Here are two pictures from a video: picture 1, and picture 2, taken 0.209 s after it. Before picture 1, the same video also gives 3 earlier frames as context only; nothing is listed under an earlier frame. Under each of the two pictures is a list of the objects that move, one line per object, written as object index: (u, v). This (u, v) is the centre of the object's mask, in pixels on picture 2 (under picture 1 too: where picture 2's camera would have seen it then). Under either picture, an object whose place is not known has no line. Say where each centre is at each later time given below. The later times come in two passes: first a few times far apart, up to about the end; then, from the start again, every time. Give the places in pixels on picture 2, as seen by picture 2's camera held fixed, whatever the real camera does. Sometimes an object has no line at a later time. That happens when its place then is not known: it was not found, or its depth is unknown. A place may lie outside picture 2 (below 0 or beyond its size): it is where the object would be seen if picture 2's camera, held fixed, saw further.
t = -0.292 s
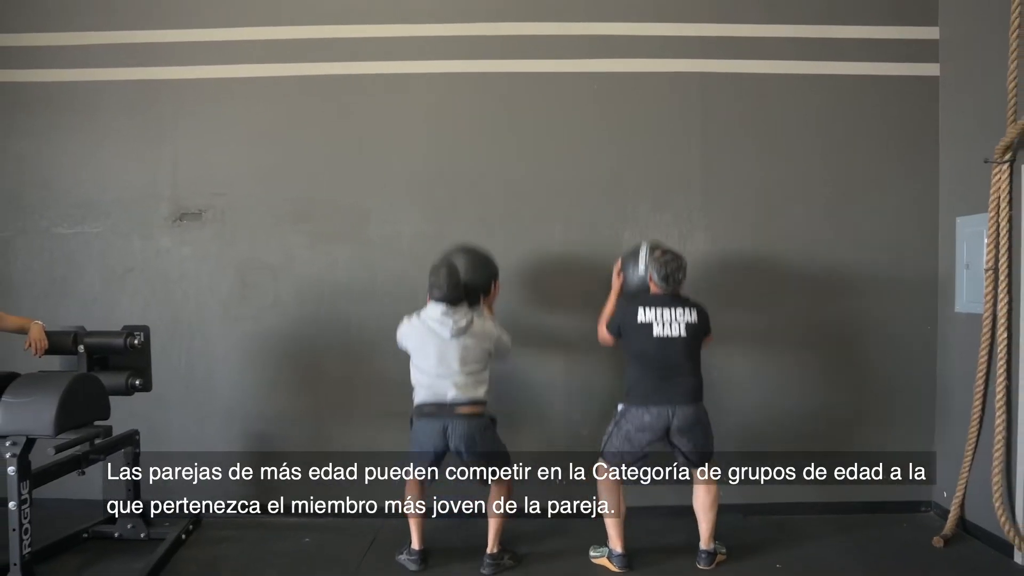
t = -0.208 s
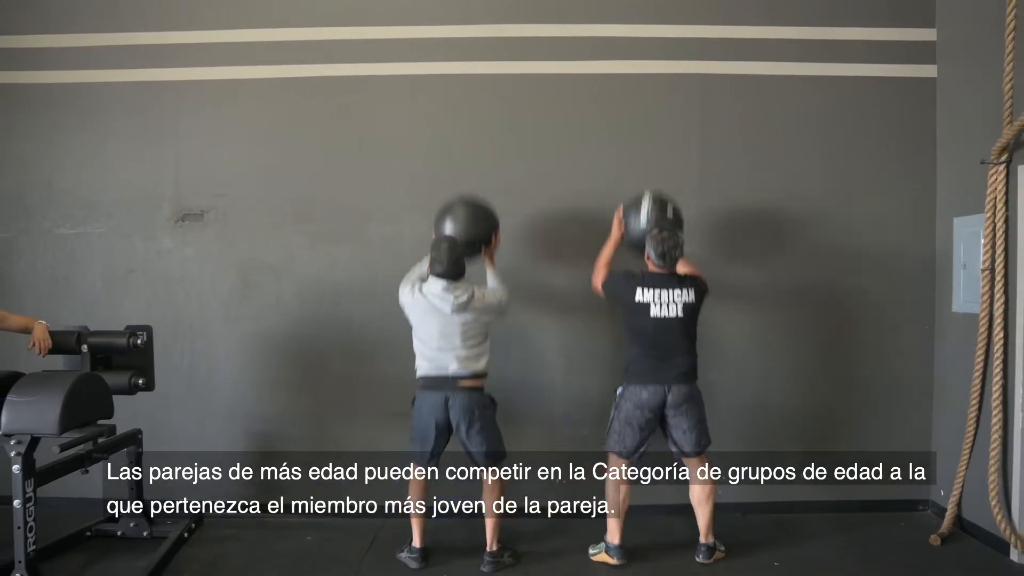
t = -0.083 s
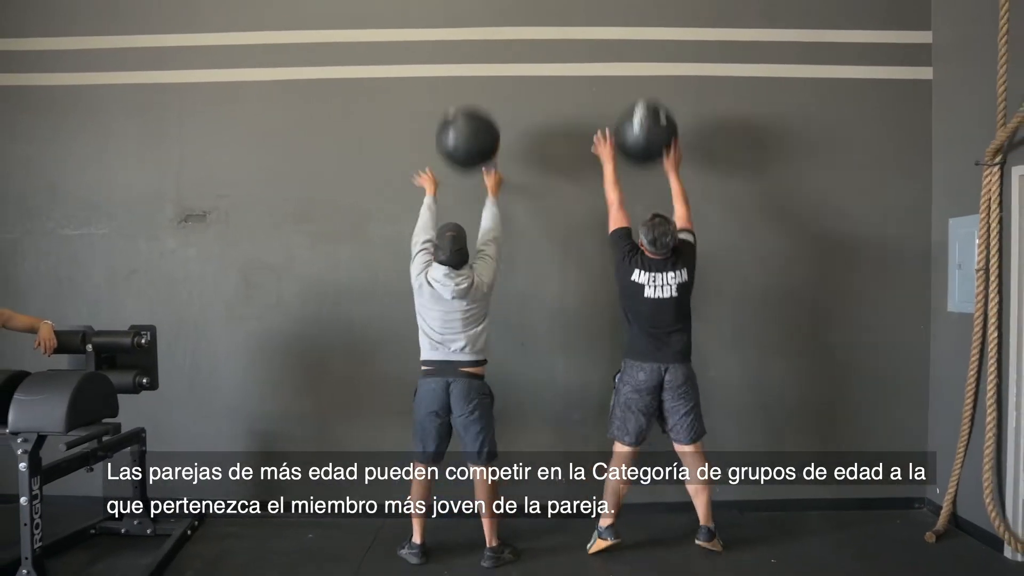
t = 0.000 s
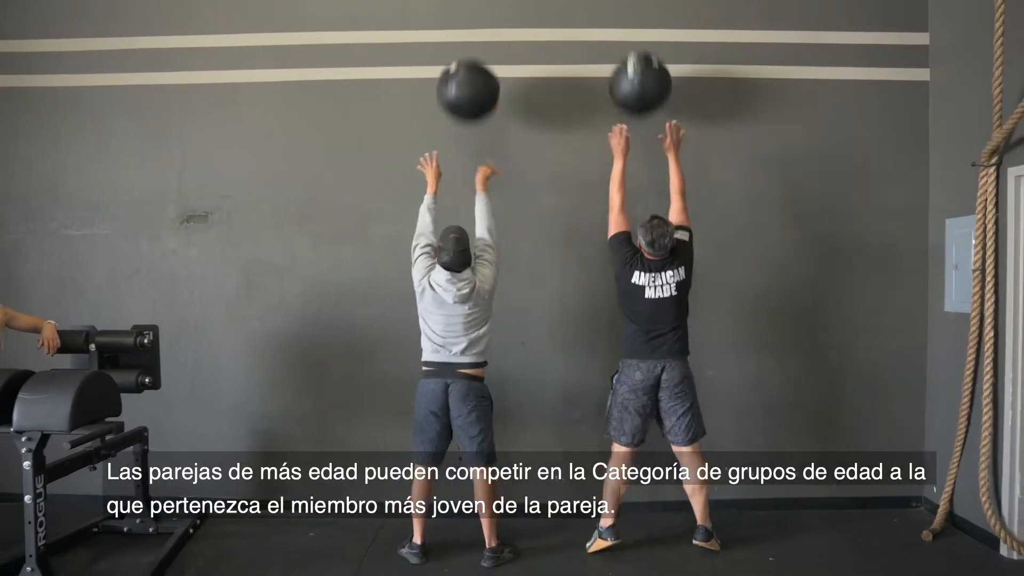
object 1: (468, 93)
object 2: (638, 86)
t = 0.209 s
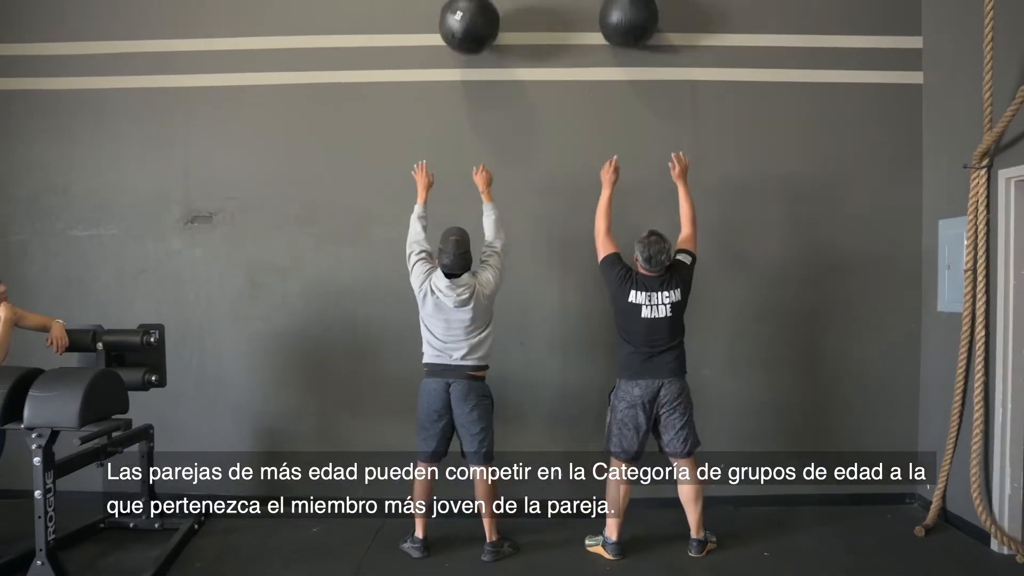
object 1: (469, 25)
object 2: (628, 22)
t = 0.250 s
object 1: (469, 22)
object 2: (629, 18)
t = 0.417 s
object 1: (470, 24)
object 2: (630, 15)
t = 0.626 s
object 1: (469, 78)
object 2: (634, 72)
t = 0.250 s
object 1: (469, 22)
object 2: (629, 18)
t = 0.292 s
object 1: (469, 20)
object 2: (629, 15)
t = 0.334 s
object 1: (469, 19)
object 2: (629, 14)
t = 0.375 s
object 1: (470, 21)
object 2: (630, 14)
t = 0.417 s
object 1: (470, 24)
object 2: (630, 15)
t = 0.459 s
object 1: (470, 30)
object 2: (631, 18)
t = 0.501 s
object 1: (470, 38)
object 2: (632, 24)
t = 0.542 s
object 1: (470, 48)
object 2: (632, 37)
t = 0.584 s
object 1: (469, 62)
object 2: (633, 52)
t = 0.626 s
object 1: (469, 78)
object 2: (634, 72)
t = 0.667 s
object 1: (469, 98)
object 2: (634, 95)
